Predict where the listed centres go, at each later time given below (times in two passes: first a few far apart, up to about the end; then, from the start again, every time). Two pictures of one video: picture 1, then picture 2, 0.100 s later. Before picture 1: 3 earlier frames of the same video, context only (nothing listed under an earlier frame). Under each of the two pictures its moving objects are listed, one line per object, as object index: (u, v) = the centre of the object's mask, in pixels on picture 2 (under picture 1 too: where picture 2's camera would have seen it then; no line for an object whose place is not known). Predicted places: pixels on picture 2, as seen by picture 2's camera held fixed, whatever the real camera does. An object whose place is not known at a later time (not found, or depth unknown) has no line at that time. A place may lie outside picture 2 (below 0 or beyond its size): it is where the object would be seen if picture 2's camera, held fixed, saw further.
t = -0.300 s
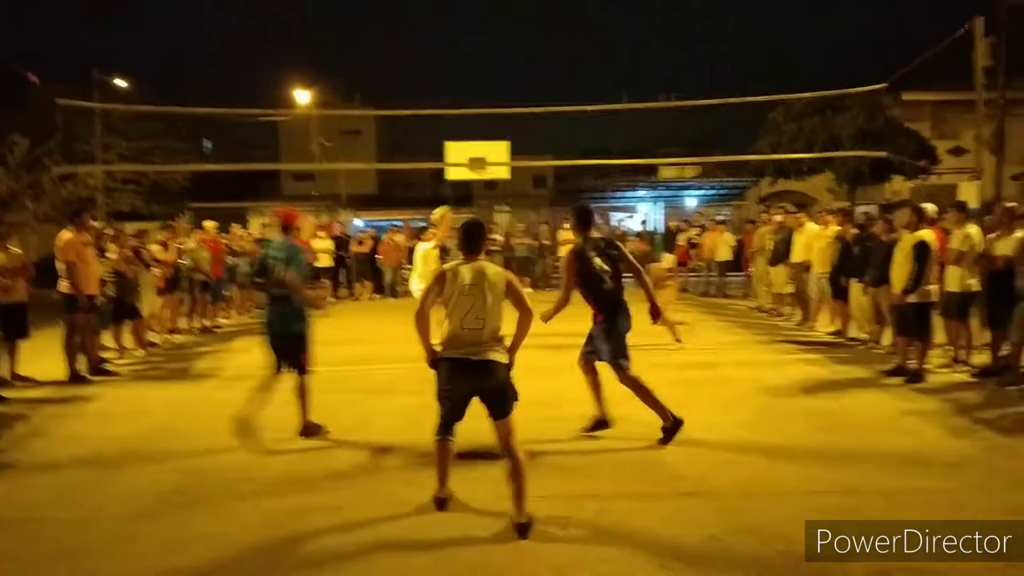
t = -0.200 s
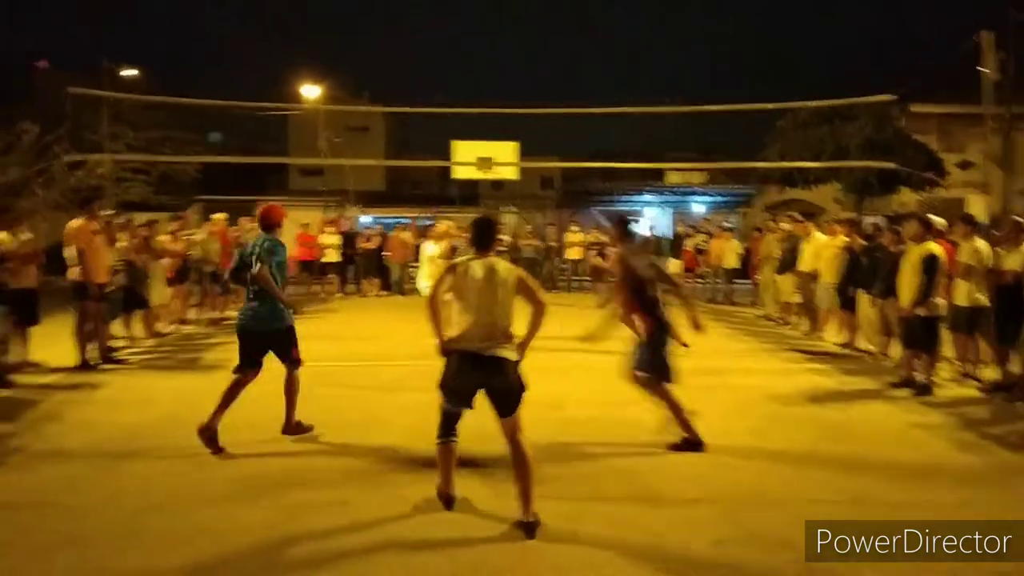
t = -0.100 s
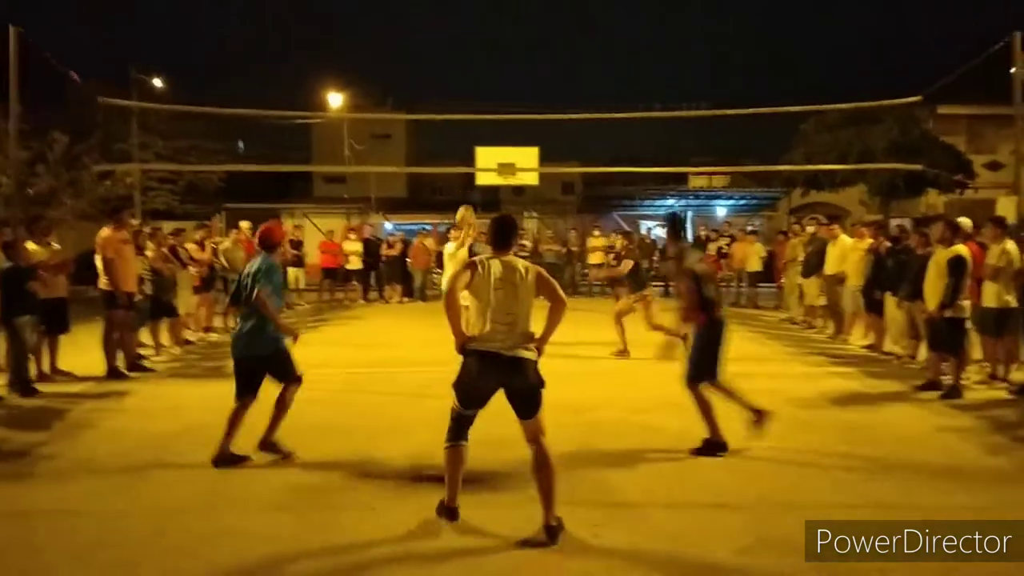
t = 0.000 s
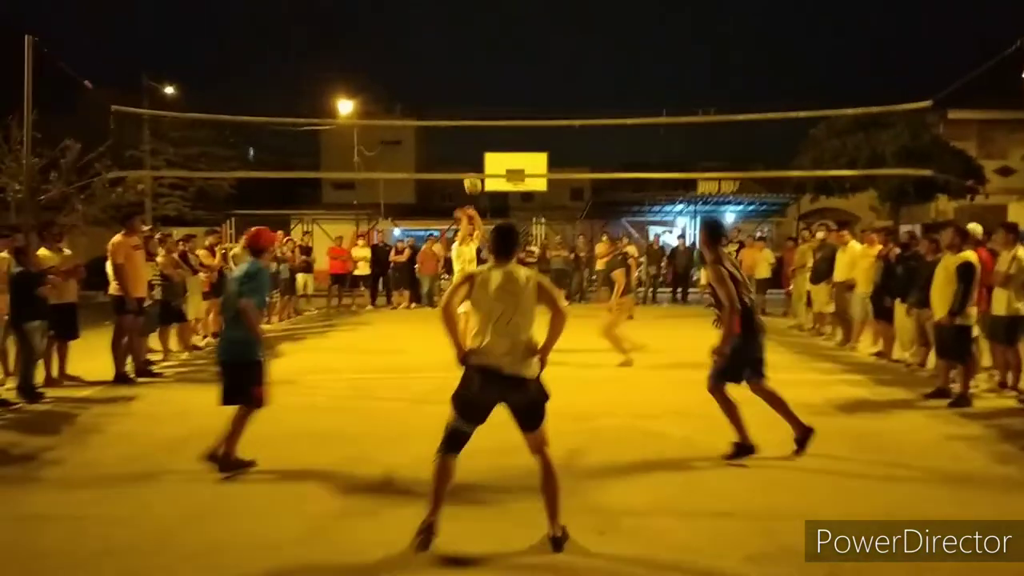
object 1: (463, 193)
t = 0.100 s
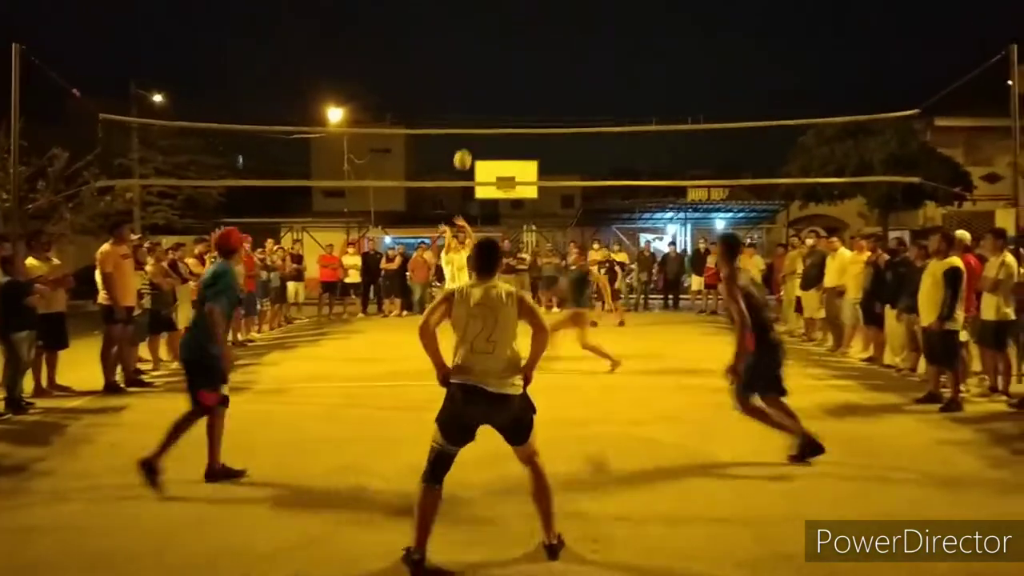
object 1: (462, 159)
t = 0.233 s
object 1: (462, 129)
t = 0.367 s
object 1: (460, 112)
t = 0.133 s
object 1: (461, 151)
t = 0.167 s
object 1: (461, 143)
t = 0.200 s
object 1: (461, 136)
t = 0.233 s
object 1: (462, 129)
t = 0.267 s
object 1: (462, 122)
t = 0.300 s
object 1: (461, 118)
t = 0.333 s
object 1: (461, 115)
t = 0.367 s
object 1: (460, 112)
